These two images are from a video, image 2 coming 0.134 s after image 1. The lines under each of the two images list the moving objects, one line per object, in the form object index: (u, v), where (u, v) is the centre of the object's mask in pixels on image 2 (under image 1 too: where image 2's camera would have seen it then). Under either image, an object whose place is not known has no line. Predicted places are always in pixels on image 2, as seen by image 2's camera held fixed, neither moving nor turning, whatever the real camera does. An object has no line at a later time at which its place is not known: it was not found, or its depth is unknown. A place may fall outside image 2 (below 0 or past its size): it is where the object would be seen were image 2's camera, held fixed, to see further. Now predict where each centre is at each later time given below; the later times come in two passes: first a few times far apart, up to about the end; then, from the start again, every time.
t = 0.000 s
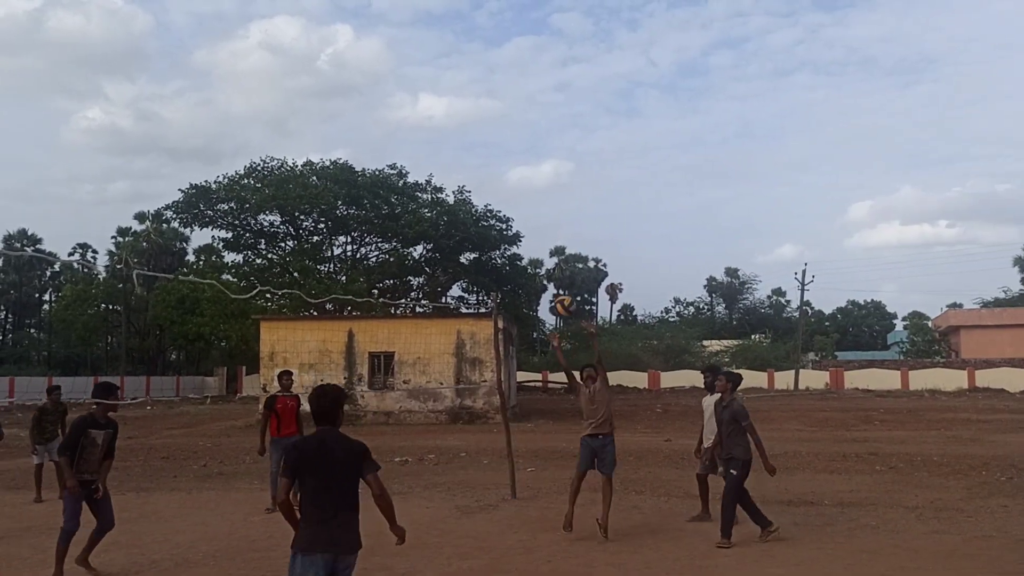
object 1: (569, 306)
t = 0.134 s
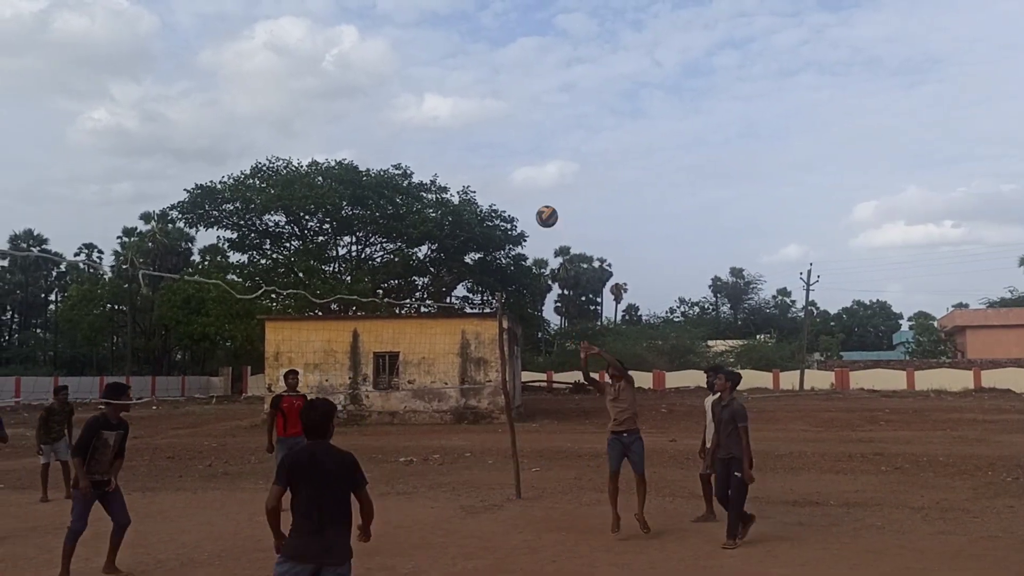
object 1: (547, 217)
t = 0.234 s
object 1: (531, 160)
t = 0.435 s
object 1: (499, 74)
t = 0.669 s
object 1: (460, 20)
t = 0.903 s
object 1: (419, 22)
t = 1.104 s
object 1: (382, 72)
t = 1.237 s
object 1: (356, 132)
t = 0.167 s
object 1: (541, 197)
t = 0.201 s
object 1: (536, 178)
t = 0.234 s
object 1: (531, 160)
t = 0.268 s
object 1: (525, 143)
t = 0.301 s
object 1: (520, 127)
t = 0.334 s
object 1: (515, 112)
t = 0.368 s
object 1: (509, 98)
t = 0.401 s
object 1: (504, 85)
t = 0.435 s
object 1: (499, 74)
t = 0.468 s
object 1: (493, 63)
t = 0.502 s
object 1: (488, 53)
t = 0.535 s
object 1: (483, 44)
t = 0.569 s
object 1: (477, 36)
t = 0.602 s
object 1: (472, 30)
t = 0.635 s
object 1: (466, 24)
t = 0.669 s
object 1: (460, 20)
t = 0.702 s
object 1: (454, 17)
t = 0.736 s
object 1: (448, 14)
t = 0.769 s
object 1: (443, 13)
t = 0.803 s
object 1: (437, 14)
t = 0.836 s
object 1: (431, 15)
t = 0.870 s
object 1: (425, 18)
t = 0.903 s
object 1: (419, 22)
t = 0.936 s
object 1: (413, 27)
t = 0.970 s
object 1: (407, 34)
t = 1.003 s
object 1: (401, 42)
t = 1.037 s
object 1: (394, 50)
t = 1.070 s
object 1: (388, 61)
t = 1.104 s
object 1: (382, 72)
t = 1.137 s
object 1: (375, 85)
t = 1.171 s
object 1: (369, 99)
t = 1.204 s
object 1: (363, 115)
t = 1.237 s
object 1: (356, 132)
